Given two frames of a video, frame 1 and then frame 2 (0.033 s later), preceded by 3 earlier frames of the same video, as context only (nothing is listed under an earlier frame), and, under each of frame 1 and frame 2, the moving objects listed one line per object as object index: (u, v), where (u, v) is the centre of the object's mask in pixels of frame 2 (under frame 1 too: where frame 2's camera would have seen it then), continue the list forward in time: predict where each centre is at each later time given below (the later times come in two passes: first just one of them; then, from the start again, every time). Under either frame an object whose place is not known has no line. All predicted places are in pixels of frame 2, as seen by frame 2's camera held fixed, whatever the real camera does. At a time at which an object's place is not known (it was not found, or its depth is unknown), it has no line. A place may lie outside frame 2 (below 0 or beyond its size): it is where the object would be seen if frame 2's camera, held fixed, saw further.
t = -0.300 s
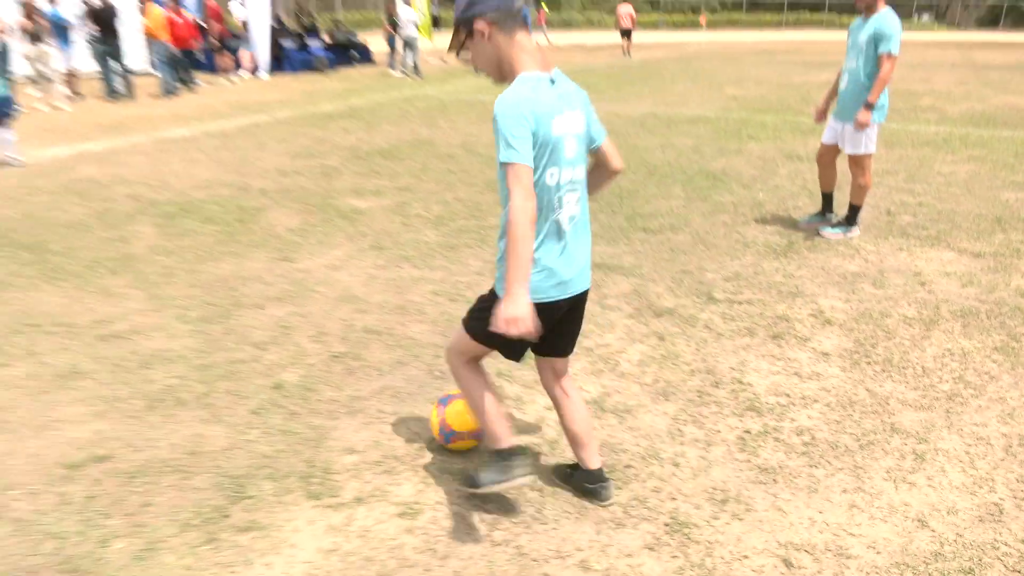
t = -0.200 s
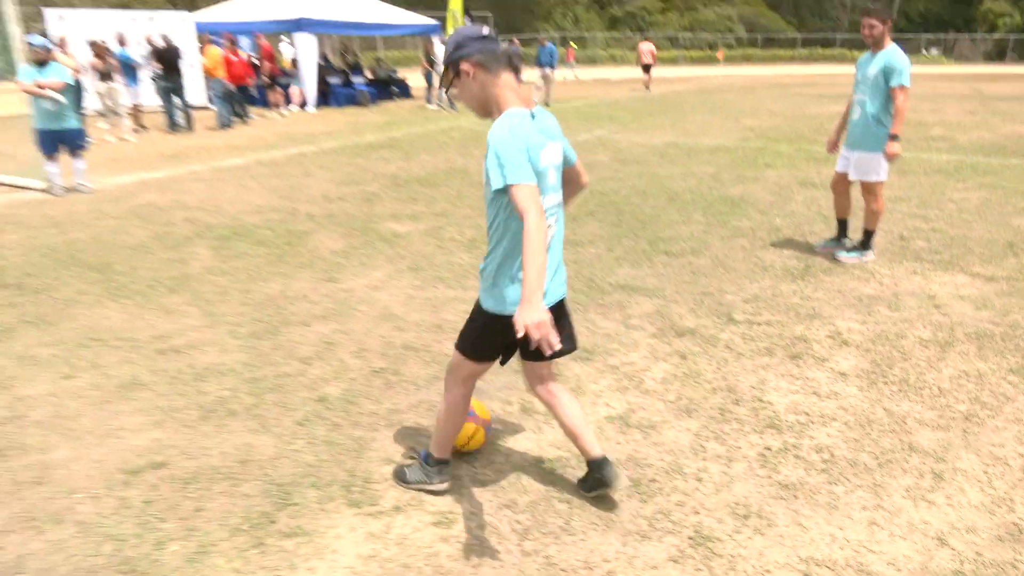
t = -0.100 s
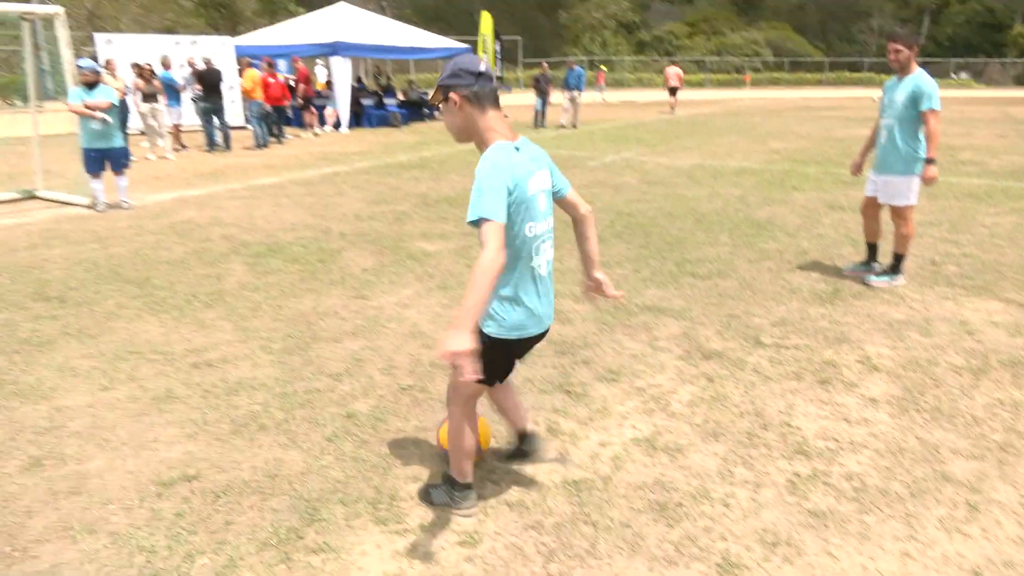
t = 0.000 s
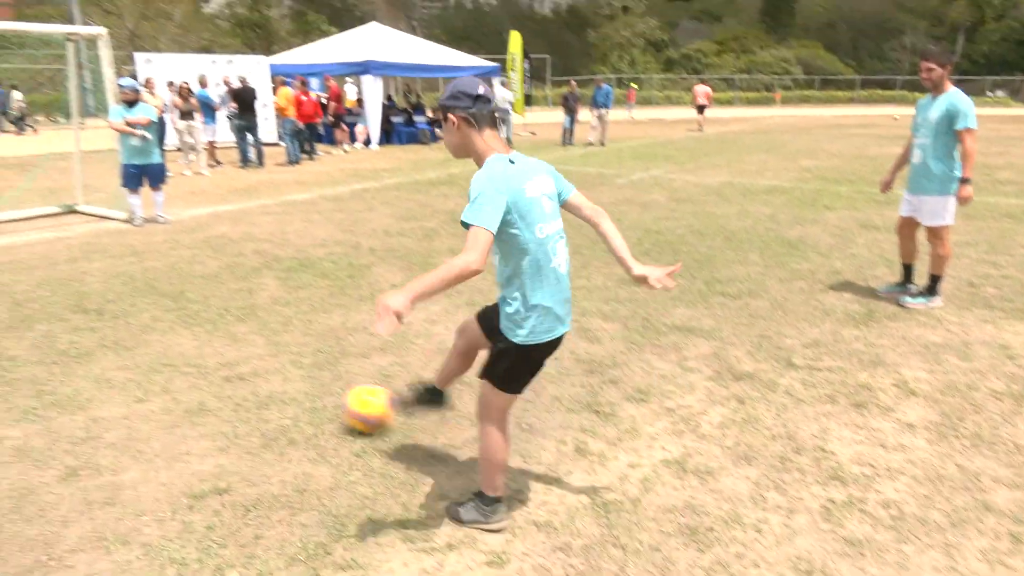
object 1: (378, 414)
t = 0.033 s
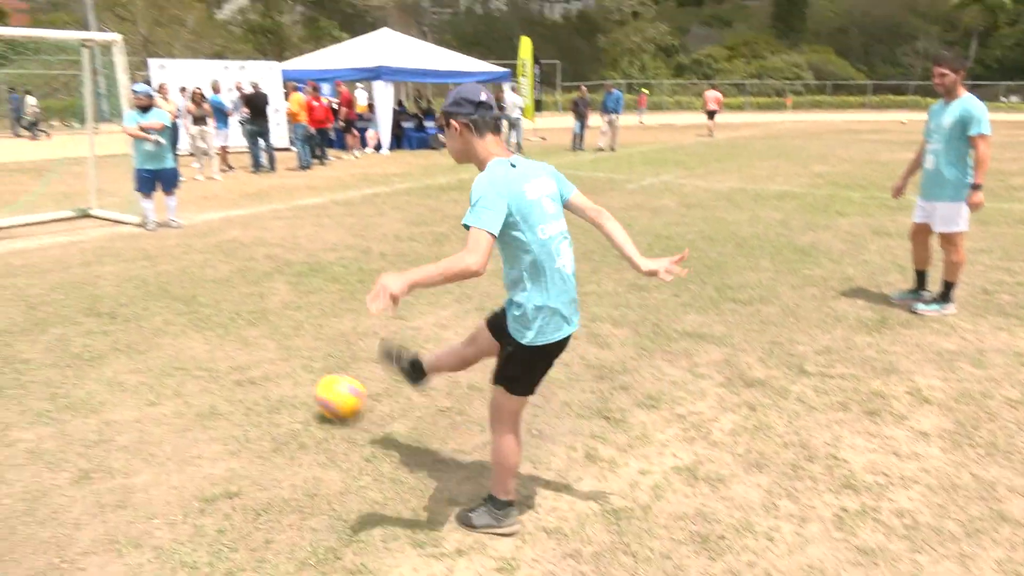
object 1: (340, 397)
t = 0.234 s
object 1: (177, 335)
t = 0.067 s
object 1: (306, 382)
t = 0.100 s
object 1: (276, 370)
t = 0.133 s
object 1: (246, 360)
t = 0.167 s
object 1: (220, 353)
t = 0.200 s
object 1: (197, 344)
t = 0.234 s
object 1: (177, 335)
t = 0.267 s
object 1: (158, 329)
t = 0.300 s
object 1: (141, 321)
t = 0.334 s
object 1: (126, 313)
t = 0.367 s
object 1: (111, 306)
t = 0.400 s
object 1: (98, 301)
